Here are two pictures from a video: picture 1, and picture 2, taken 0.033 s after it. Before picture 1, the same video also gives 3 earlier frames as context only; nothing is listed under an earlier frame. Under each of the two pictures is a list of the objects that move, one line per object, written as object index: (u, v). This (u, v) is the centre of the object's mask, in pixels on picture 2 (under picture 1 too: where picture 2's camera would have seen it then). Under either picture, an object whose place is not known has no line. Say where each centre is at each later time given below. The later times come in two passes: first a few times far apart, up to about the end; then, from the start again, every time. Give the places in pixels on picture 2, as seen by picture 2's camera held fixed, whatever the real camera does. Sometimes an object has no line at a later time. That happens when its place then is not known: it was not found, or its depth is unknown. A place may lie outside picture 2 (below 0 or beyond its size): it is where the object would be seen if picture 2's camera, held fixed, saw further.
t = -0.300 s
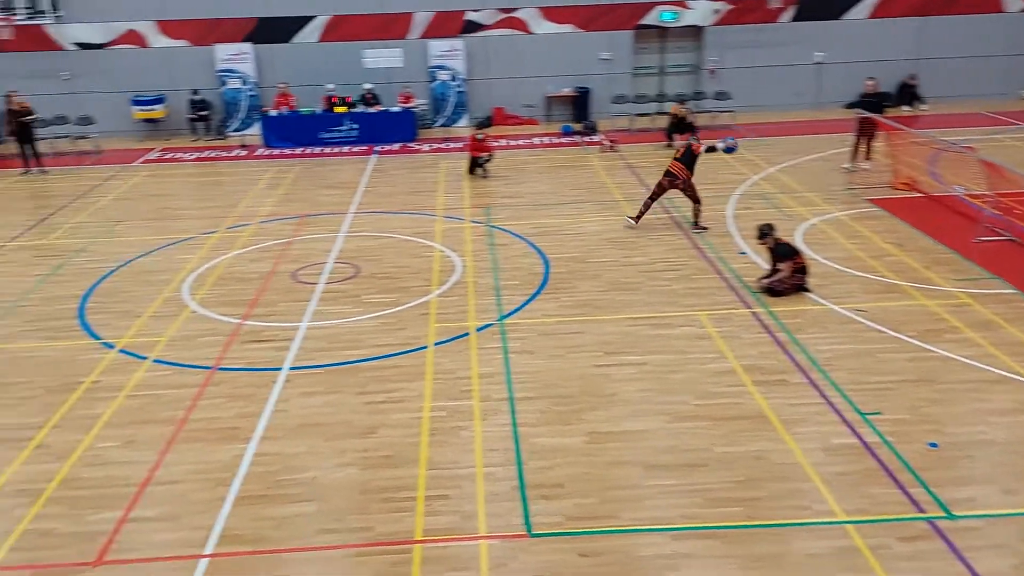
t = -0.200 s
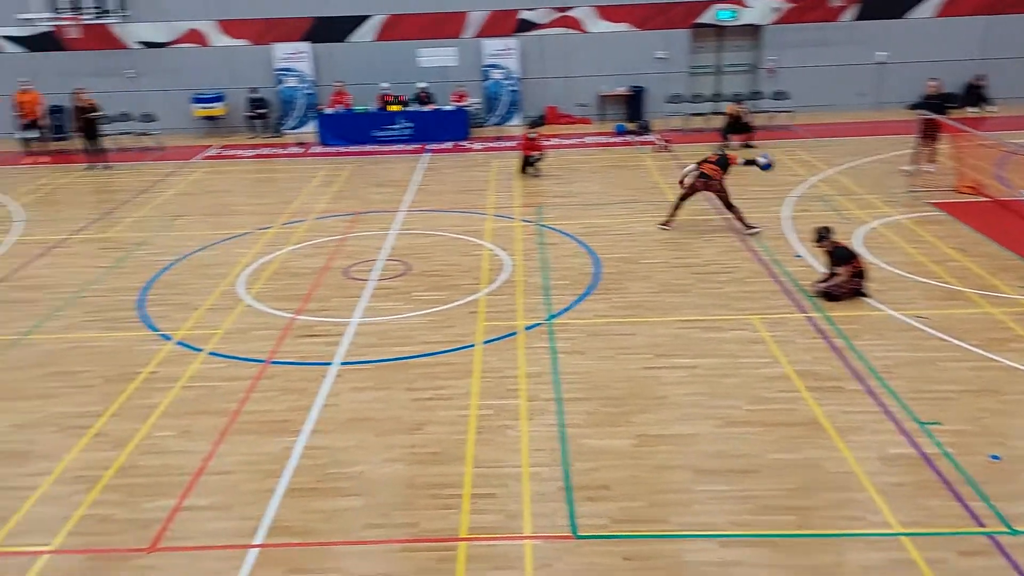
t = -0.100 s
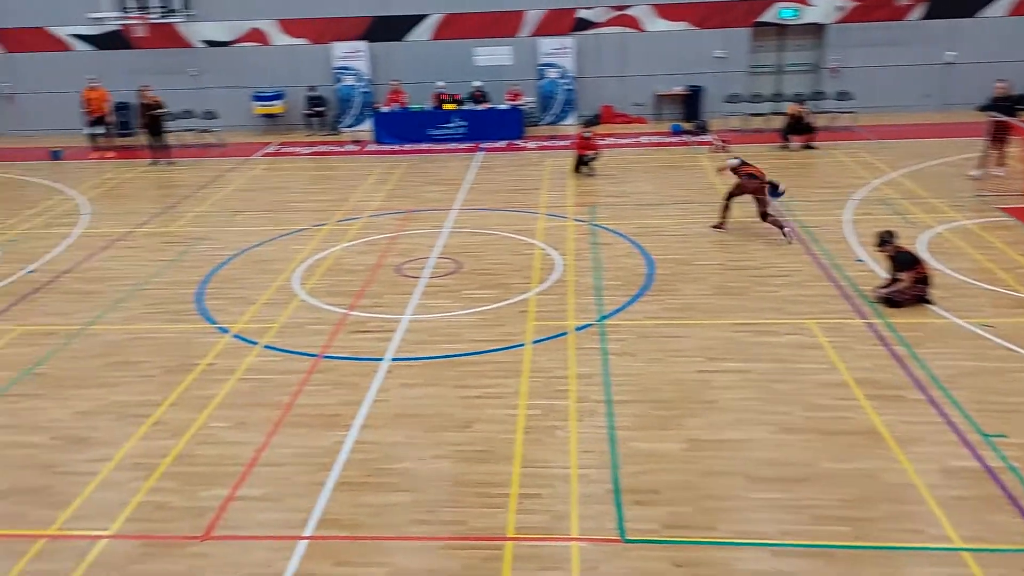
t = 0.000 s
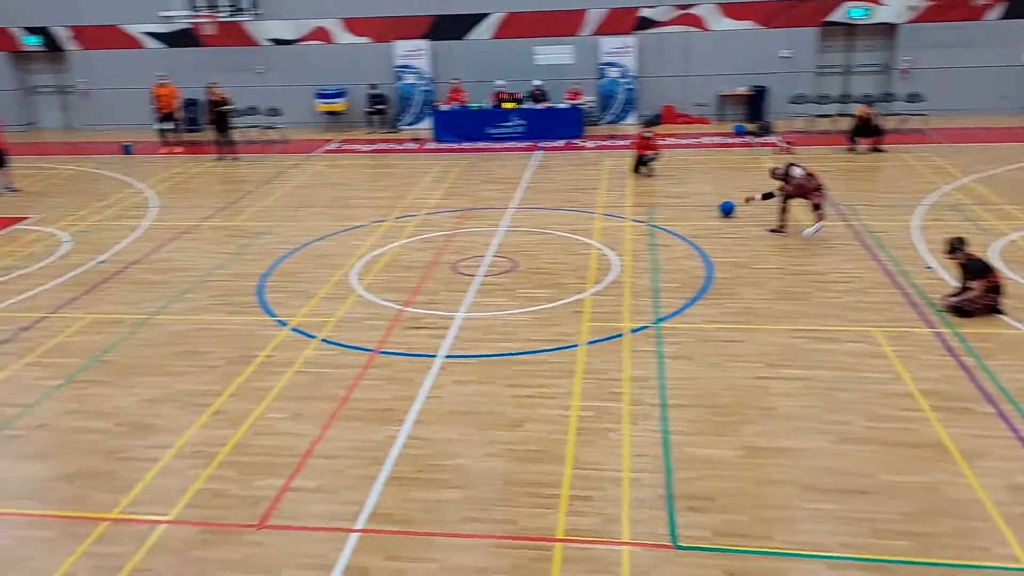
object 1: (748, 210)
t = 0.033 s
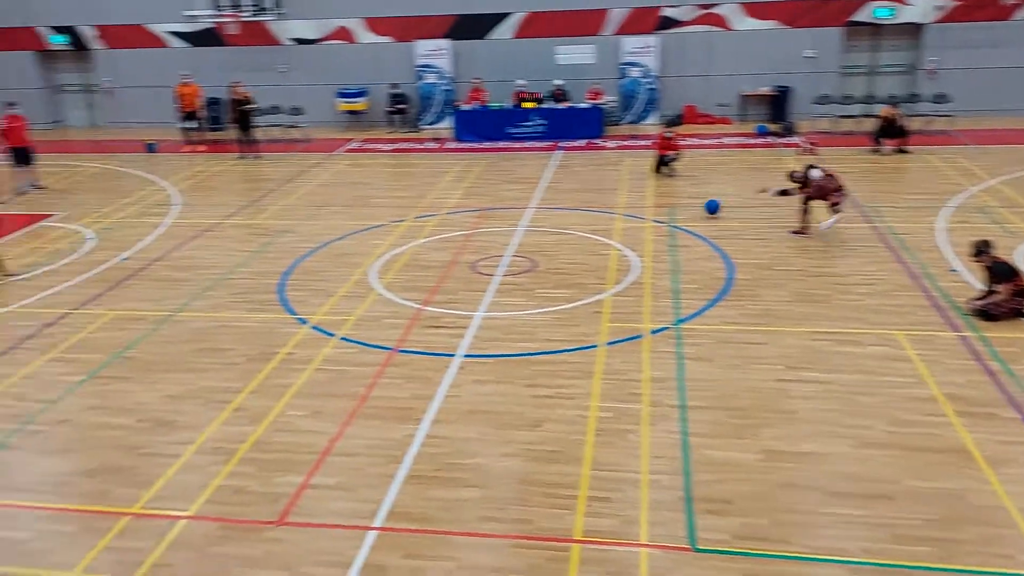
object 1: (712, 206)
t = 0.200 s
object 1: (542, 206)
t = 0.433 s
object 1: (354, 203)
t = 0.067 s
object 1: (677, 205)
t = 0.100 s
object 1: (642, 204)
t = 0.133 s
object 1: (608, 204)
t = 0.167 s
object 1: (574, 204)
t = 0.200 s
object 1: (542, 206)
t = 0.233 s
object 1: (511, 208)
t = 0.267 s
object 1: (480, 210)
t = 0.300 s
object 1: (454, 207)
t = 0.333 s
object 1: (428, 205)
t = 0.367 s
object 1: (403, 204)
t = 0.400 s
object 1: (378, 203)
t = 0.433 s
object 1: (354, 203)
